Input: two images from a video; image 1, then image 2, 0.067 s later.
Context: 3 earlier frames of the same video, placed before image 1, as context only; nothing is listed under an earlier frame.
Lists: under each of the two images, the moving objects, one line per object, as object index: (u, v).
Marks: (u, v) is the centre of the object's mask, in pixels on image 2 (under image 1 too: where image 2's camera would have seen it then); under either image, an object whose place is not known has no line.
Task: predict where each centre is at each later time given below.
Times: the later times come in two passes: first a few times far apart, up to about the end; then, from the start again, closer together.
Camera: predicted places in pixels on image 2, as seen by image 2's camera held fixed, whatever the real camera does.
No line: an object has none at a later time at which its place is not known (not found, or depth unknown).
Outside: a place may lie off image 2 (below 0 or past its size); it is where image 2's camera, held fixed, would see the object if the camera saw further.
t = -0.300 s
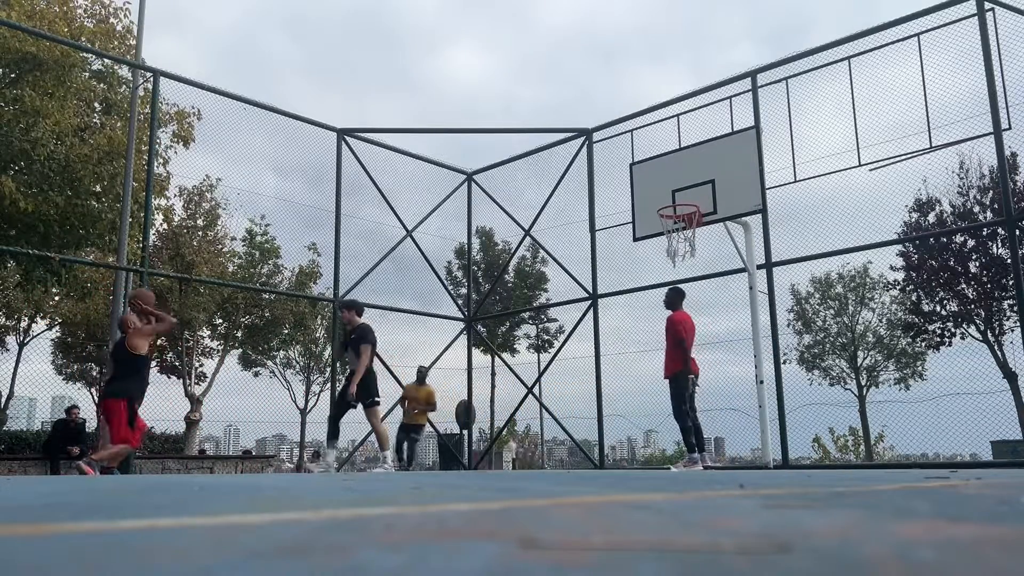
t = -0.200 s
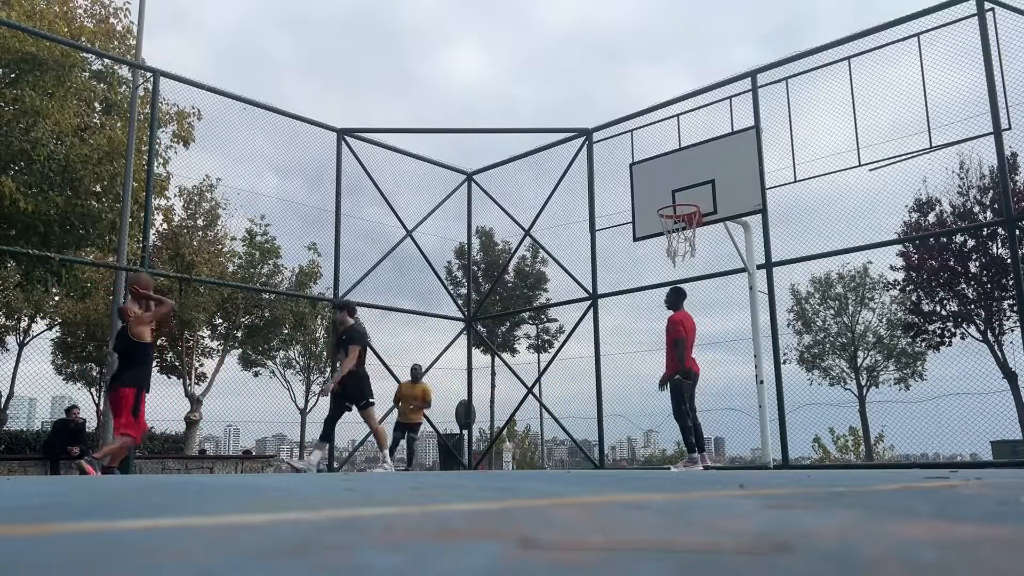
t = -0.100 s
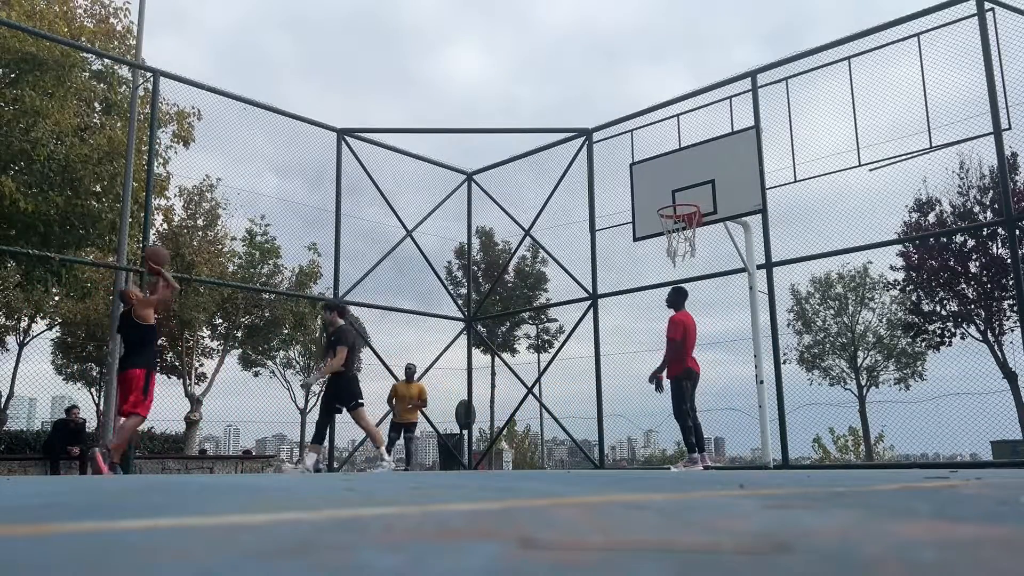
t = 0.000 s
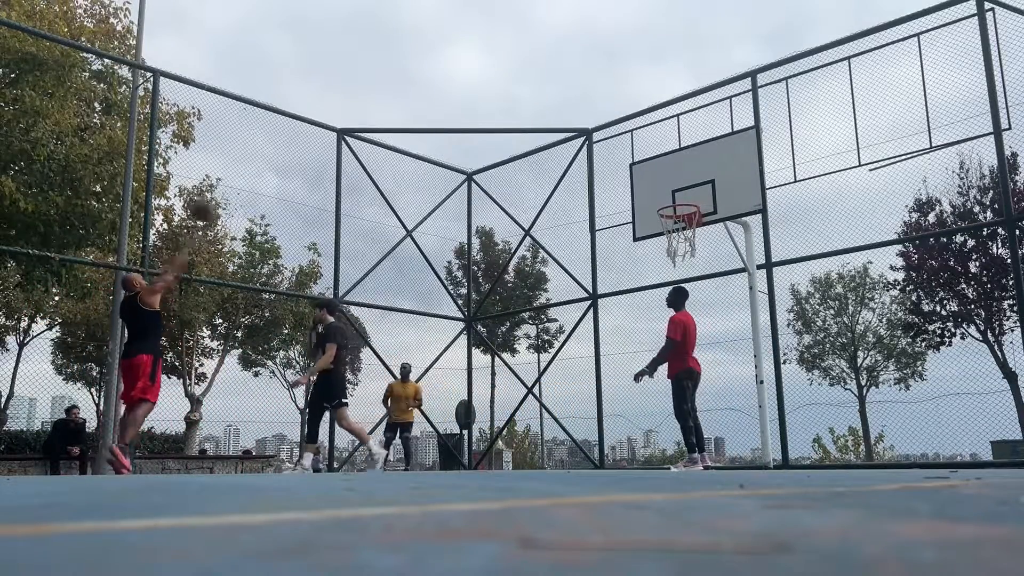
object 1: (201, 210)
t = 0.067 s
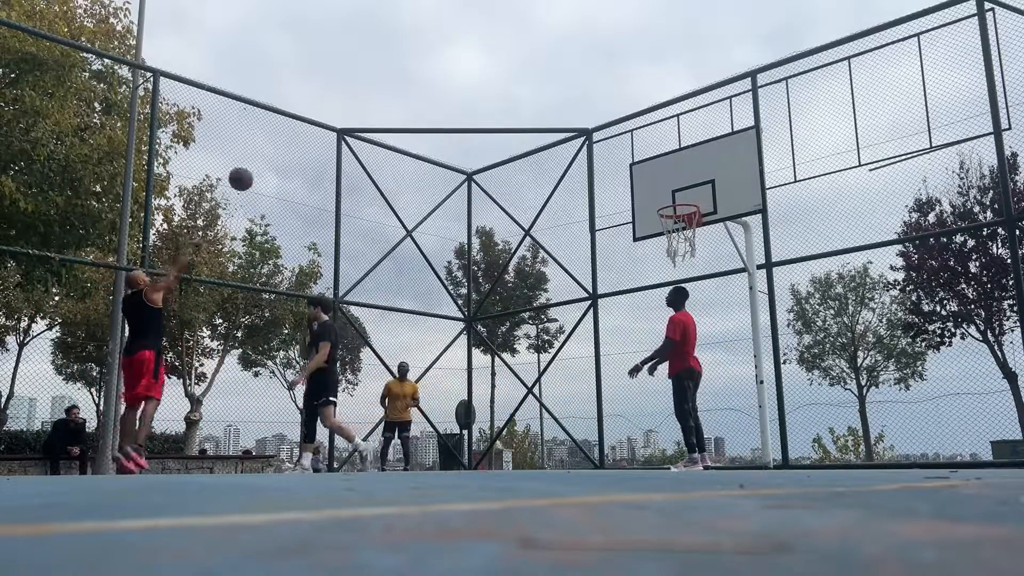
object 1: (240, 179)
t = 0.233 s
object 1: (330, 127)
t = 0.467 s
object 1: (441, 98)
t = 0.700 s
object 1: (540, 116)
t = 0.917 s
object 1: (626, 168)
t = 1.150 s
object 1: (692, 222)
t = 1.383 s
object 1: (674, 214)
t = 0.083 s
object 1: (250, 172)
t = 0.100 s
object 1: (259, 166)
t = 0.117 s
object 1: (268, 160)
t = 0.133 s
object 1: (277, 154)
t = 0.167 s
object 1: (295, 144)
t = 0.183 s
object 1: (304, 139)
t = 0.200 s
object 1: (313, 134)
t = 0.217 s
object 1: (321, 130)
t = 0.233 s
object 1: (330, 127)
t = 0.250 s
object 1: (338, 122)
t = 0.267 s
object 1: (347, 118)
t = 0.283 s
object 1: (355, 116)
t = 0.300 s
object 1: (363, 113)
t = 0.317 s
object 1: (371, 111)
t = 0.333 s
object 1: (379, 109)
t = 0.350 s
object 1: (387, 106)
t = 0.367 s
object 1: (395, 104)
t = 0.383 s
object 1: (403, 103)
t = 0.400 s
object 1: (410, 102)
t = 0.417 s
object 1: (418, 100)
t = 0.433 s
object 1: (426, 100)
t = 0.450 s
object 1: (433, 99)
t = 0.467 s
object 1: (441, 98)
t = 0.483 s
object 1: (448, 98)
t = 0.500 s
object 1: (455, 98)
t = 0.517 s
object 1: (463, 98)
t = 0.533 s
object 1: (470, 99)
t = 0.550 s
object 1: (477, 100)
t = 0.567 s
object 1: (484, 101)
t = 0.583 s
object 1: (491, 102)
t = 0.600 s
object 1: (498, 103)
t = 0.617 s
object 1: (505, 105)
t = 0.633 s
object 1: (512, 106)
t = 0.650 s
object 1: (519, 109)
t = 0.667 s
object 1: (526, 111)
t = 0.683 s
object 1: (533, 113)
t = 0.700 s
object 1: (540, 116)
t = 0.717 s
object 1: (547, 118)
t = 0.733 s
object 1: (554, 120)
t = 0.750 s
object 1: (560, 124)
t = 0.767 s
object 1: (567, 128)
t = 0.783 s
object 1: (573, 131)
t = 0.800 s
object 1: (580, 135)
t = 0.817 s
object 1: (587, 138)
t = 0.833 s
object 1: (594, 143)
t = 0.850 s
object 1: (601, 148)
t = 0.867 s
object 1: (607, 152)
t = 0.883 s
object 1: (613, 157)
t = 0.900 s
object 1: (620, 162)
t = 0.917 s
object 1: (626, 168)
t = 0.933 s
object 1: (632, 173)
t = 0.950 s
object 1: (640, 179)
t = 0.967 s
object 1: (645, 185)
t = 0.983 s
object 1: (652, 191)
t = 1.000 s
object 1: (659, 197)
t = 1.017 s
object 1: (664, 201)
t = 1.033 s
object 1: (672, 210)
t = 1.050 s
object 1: (675, 212)
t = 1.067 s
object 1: (684, 215)
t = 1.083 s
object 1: (684, 215)
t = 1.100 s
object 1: (685, 215)
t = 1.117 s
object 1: (689, 219)
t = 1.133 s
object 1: (691, 221)
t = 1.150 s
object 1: (692, 222)
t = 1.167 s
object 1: (693, 223)
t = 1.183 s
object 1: (692, 224)
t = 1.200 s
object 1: (692, 223)
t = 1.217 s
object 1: (692, 222)
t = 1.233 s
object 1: (692, 221)
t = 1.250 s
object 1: (688, 219)
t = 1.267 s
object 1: (688, 218)
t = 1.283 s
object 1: (687, 217)
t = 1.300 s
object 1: (683, 218)
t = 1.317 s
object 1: (683, 216)
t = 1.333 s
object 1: (685, 214)
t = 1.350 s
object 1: (678, 215)
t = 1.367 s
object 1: (676, 215)
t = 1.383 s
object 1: (674, 214)
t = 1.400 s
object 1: (673, 215)
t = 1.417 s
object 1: (671, 215)
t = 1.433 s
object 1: (669, 215)
